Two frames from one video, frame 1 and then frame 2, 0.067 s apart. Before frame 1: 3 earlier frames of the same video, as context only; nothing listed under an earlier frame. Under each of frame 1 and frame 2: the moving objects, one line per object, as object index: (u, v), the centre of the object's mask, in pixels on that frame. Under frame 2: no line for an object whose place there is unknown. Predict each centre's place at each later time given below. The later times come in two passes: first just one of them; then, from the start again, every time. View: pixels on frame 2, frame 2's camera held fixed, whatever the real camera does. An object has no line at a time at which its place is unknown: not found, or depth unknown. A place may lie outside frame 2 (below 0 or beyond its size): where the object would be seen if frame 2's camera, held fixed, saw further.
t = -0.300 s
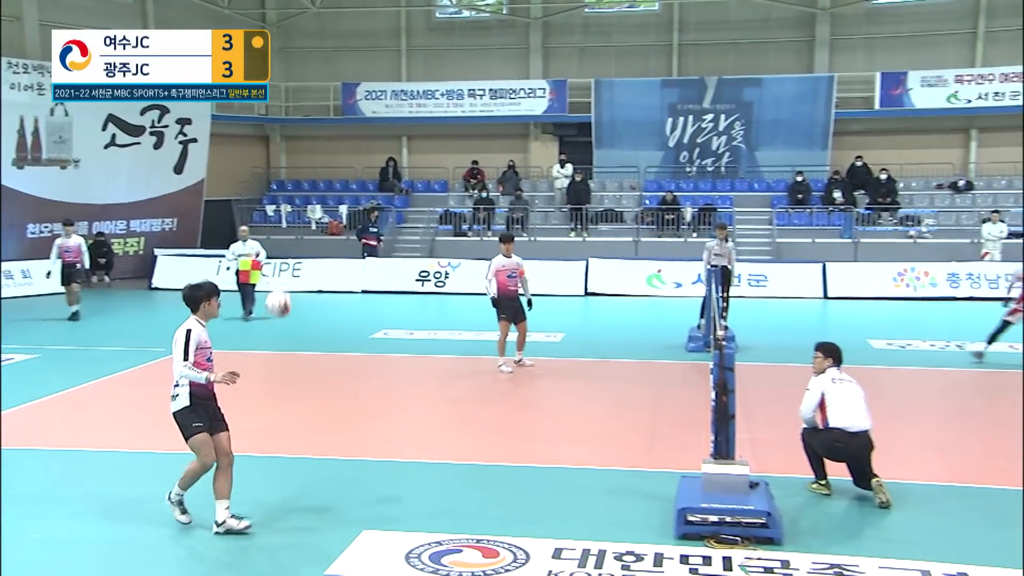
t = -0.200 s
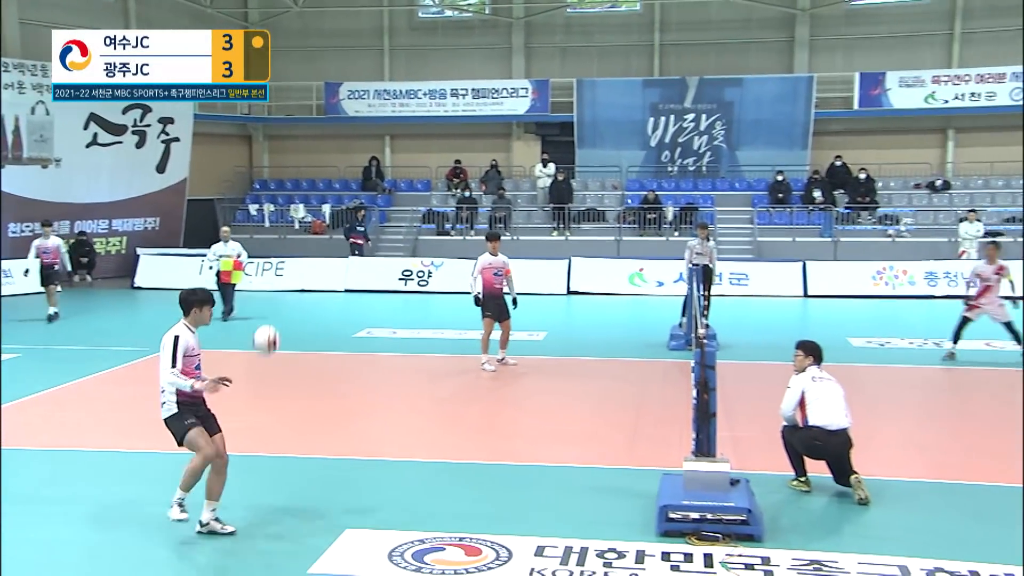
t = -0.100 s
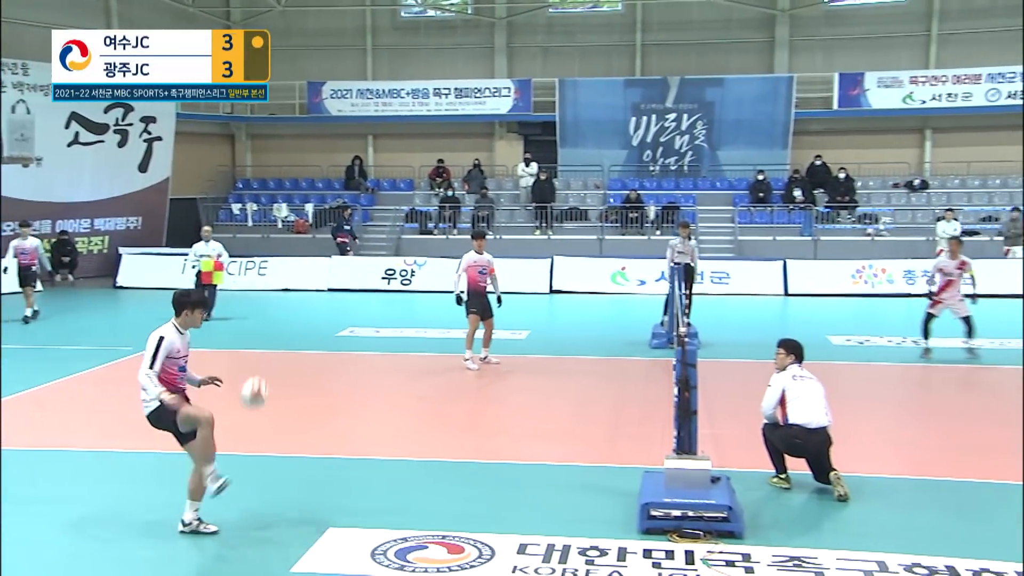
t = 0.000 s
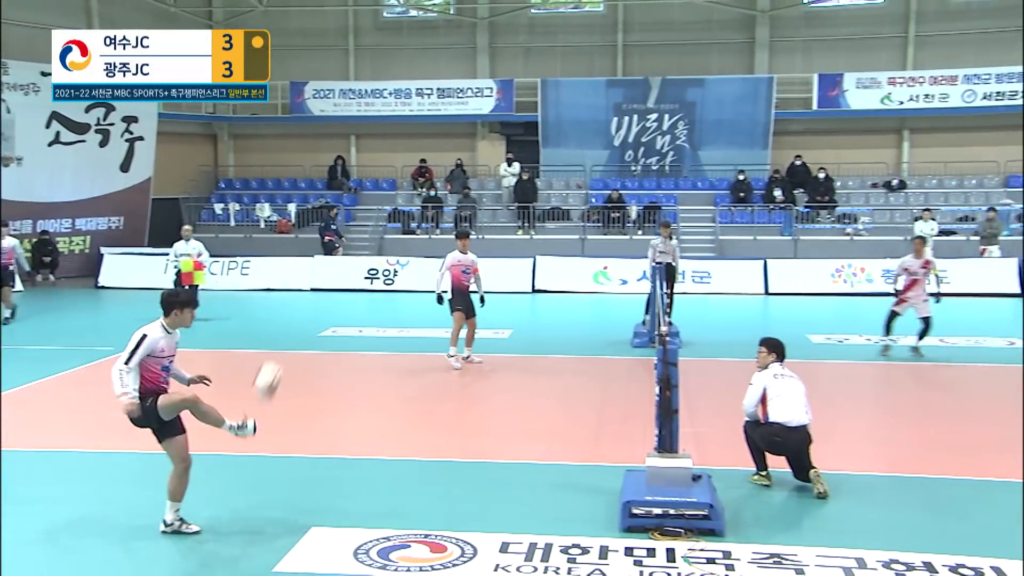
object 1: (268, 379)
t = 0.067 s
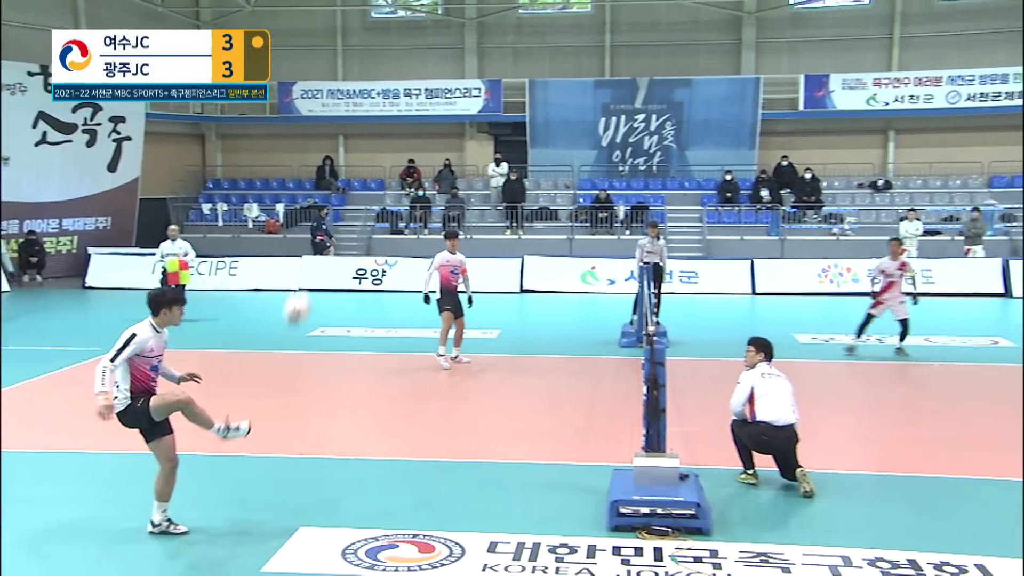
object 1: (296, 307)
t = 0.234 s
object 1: (383, 169)
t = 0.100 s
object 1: (316, 276)
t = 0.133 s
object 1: (334, 243)
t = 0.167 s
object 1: (351, 217)
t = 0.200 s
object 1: (368, 191)
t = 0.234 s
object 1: (383, 169)
